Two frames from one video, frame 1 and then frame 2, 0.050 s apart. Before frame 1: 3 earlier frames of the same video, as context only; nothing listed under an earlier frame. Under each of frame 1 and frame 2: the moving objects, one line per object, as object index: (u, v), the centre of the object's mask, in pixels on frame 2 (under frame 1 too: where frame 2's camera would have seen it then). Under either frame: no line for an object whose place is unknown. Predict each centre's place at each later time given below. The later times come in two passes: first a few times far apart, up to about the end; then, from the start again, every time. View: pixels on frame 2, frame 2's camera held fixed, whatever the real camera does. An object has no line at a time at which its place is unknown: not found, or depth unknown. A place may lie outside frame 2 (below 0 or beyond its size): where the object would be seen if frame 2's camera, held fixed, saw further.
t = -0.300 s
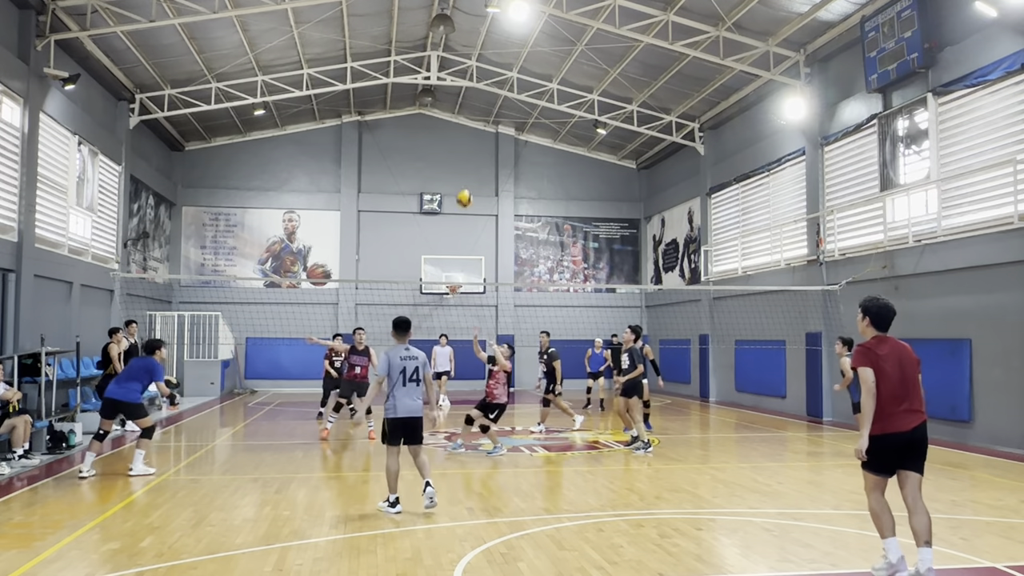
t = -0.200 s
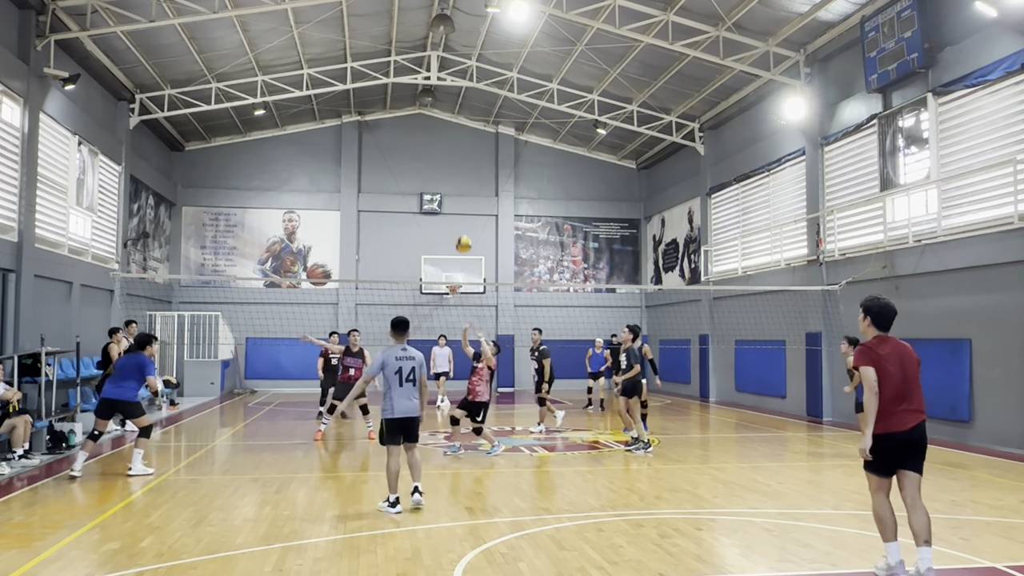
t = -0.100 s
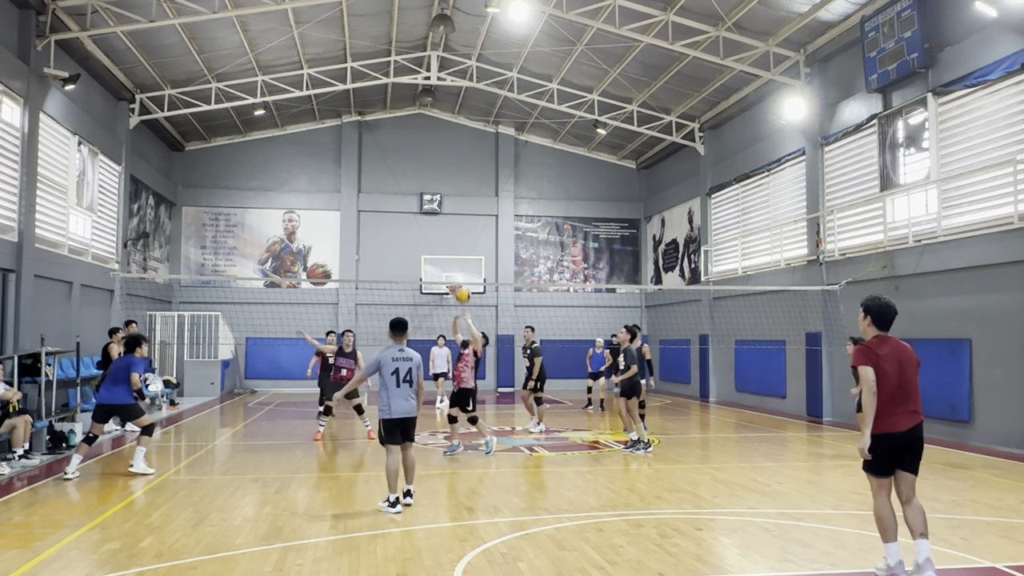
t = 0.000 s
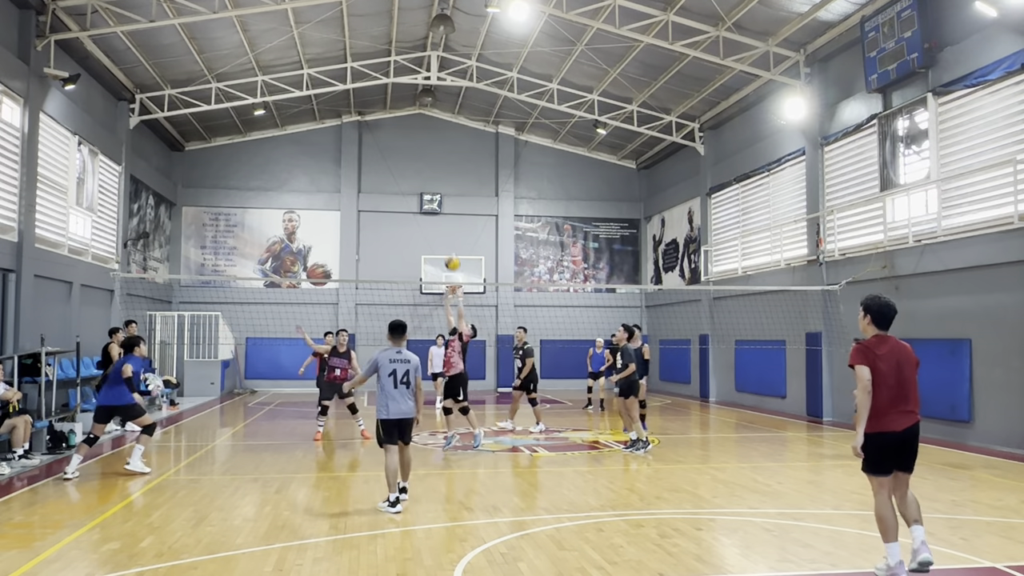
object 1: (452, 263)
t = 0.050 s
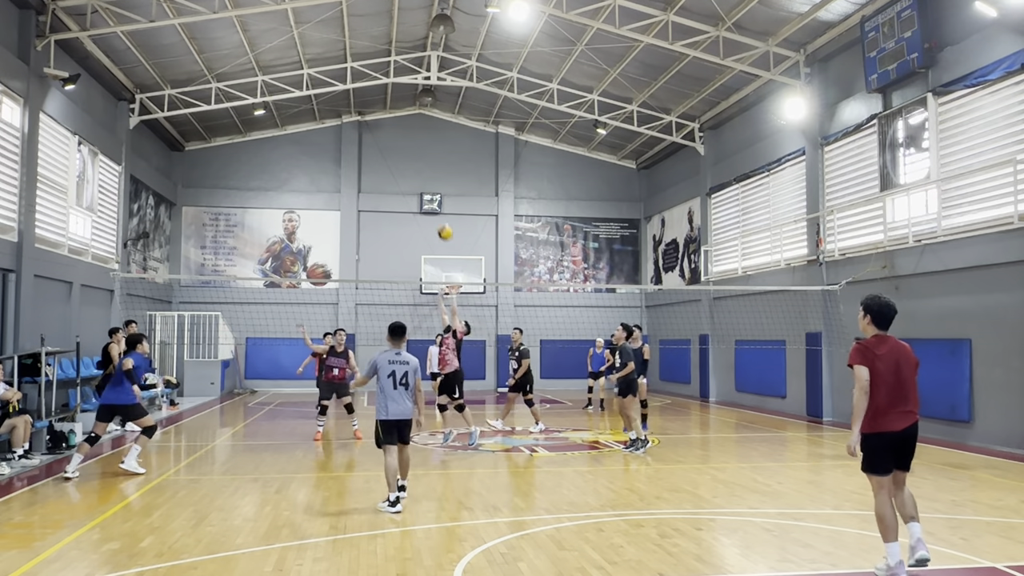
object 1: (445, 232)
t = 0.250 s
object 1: (416, 133)
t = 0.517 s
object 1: (382, 52)
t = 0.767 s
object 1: (352, 25)
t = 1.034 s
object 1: (320, 43)
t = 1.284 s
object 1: (291, 103)
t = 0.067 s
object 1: (442, 222)
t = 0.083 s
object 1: (440, 213)
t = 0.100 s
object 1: (438, 204)
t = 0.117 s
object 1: (435, 194)
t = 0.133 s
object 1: (433, 185)
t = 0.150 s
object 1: (430, 177)
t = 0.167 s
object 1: (428, 169)
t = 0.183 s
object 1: (426, 162)
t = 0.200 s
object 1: (423, 154)
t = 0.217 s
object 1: (421, 147)
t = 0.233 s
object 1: (419, 140)
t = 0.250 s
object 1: (416, 133)
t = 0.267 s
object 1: (414, 126)
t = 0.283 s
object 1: (412, 120)
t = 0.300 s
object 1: (410, 114)
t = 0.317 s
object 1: (408, 107)
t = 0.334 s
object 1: (405, 102)
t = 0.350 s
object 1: (403, 96)
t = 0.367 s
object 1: (401, 91)
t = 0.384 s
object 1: (399, 86)
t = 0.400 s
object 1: (397, 81)
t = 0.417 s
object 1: (395, 76)
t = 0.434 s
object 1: (392, 72)
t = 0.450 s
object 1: (391, 68)
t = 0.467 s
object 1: (389, 64)
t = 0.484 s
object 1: (386, 60)
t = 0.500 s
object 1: (384, 56)
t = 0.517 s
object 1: (382, 52)
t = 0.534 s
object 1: (381, 50)
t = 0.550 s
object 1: (378, 46)
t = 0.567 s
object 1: (376, 43)
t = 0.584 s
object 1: (375, 41)
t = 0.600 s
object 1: (372, 39)
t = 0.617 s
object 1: (370, 36)
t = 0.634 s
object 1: (368, 34)
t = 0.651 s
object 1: (366, 32)
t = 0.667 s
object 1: (364, 31)
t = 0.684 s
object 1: (362, 29)
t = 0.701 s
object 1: (360, 28)
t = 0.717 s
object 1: (358, 27)
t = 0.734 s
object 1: (356, 26)
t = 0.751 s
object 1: (354, 26)
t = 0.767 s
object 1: (352, 25)
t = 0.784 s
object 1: (350, 25)
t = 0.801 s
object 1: (348, 25)
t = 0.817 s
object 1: (346, 25)
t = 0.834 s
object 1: (344, 25)
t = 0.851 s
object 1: (342, 26)
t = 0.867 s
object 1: (340, 26)
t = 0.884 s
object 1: (338, 27)
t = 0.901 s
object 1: (336, 28)
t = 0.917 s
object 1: (334, 29)
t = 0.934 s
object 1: (332, 31)
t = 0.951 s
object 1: (330, 33)
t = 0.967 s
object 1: (328, 34)
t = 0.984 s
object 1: (326, 36)
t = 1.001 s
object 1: (324, 39)
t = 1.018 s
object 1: (322, 41)
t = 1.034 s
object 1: (320, 43)
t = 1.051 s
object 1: (318, 46)
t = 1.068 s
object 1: (316, 49)
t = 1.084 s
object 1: (314, 52)
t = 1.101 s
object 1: (312, 55)
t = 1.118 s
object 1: (310, 58)
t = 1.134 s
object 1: (309, 62)
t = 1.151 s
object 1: (306, 66)
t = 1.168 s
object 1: (305, 70)
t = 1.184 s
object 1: (302, 74)
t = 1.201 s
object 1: (301, 78)
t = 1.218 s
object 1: (299, 83)
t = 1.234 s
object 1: (297, 86)
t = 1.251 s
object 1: (295, 92)
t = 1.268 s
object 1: (293, 97)
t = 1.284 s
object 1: (291, 103)
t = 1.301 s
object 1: (290, 107)
